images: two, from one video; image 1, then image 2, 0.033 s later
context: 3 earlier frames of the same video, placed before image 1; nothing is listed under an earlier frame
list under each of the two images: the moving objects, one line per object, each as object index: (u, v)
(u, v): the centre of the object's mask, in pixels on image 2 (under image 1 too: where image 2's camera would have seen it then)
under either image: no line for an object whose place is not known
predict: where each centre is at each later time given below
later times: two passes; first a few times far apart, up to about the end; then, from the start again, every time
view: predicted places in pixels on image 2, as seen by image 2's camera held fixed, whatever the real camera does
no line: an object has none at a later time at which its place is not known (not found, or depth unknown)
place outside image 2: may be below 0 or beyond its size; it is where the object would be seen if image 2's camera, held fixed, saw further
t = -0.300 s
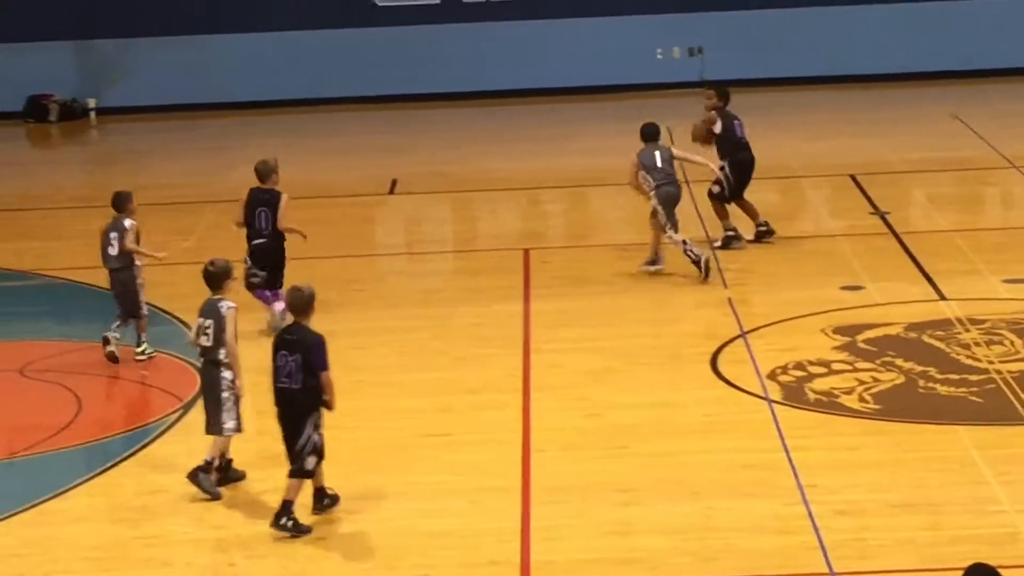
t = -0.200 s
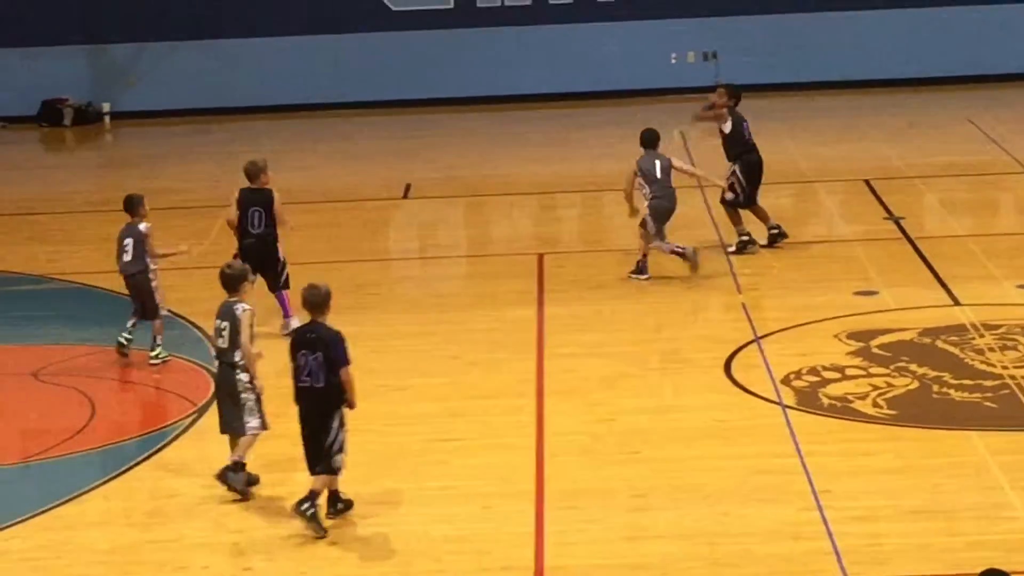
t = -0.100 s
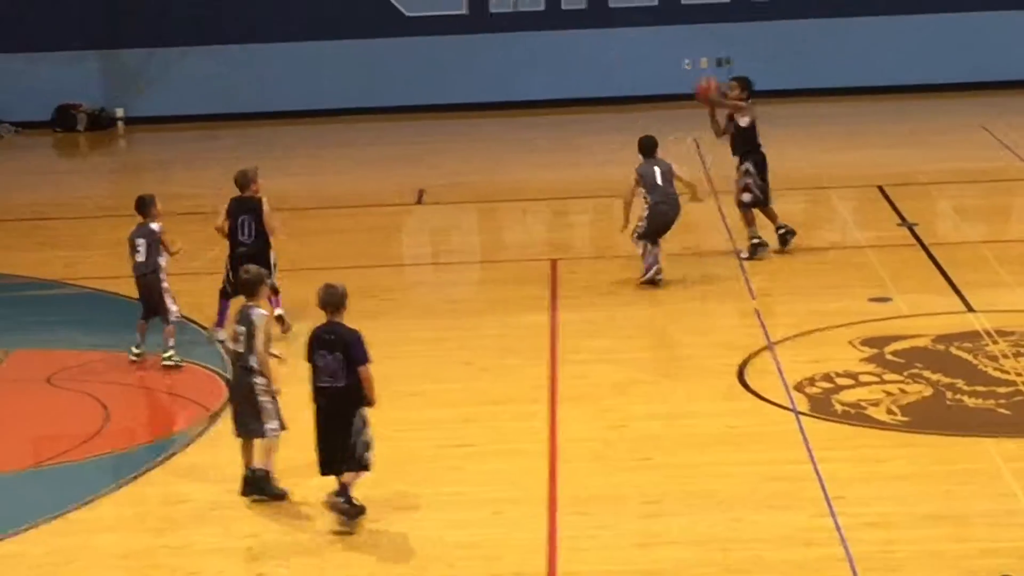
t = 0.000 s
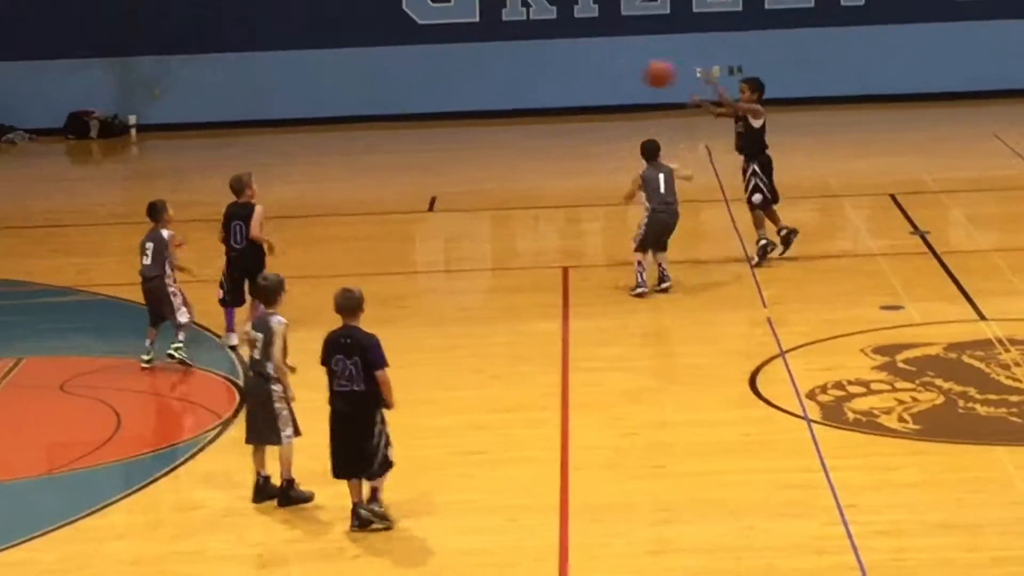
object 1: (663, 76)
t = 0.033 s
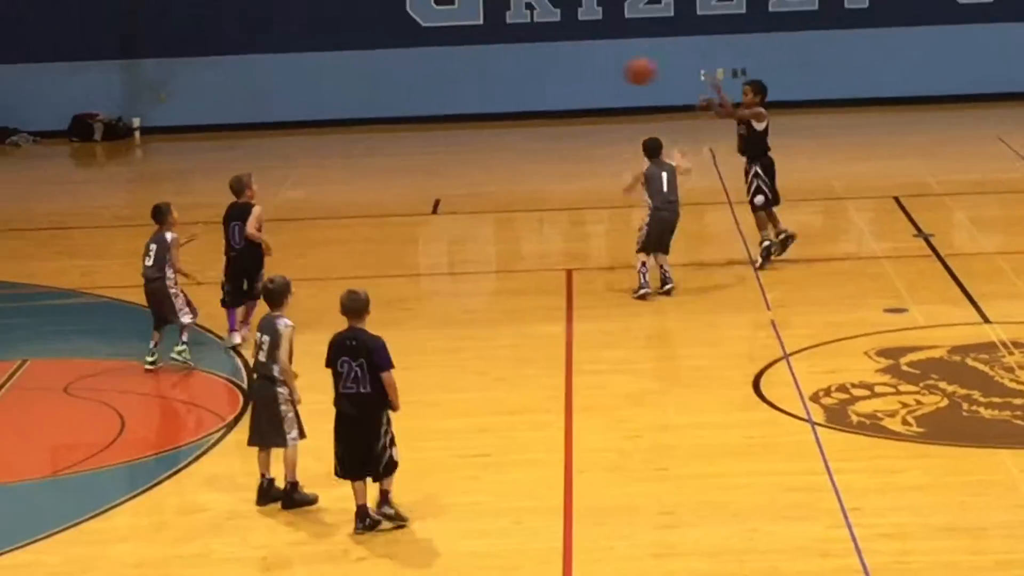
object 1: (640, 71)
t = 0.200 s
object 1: (529, 63)
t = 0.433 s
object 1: (374, 109)
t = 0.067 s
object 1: (618, 67)
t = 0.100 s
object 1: (596, 64)
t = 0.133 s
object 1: (575, 63)
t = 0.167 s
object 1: (552, 63)
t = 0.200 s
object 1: (529, 63)
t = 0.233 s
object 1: (507, 66)
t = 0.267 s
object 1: (485, 69)
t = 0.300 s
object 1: (464, 75)
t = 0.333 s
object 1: (440, 81)
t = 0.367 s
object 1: (419, 89)
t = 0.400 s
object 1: (398, 97)
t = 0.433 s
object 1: (374, 109)
